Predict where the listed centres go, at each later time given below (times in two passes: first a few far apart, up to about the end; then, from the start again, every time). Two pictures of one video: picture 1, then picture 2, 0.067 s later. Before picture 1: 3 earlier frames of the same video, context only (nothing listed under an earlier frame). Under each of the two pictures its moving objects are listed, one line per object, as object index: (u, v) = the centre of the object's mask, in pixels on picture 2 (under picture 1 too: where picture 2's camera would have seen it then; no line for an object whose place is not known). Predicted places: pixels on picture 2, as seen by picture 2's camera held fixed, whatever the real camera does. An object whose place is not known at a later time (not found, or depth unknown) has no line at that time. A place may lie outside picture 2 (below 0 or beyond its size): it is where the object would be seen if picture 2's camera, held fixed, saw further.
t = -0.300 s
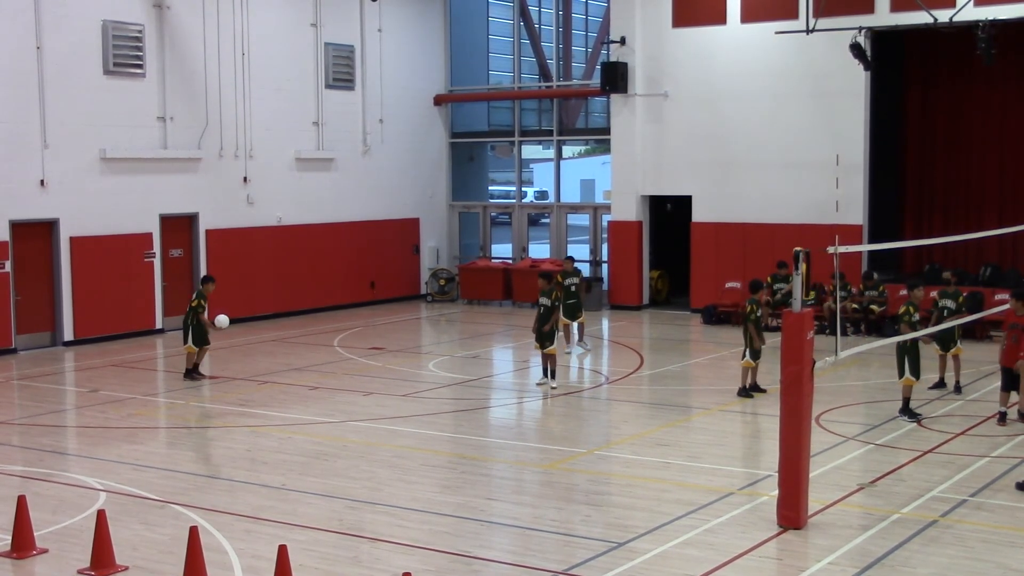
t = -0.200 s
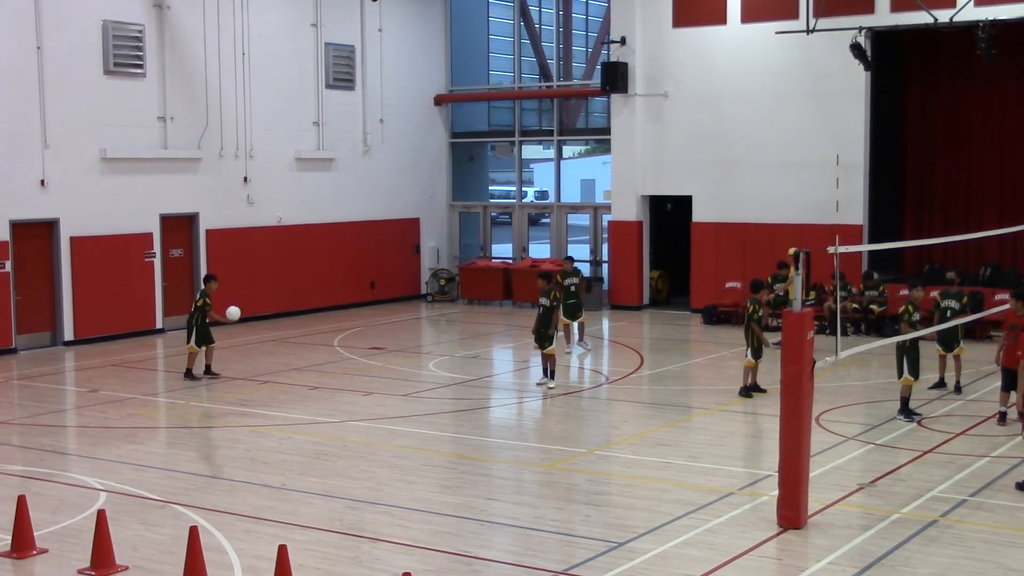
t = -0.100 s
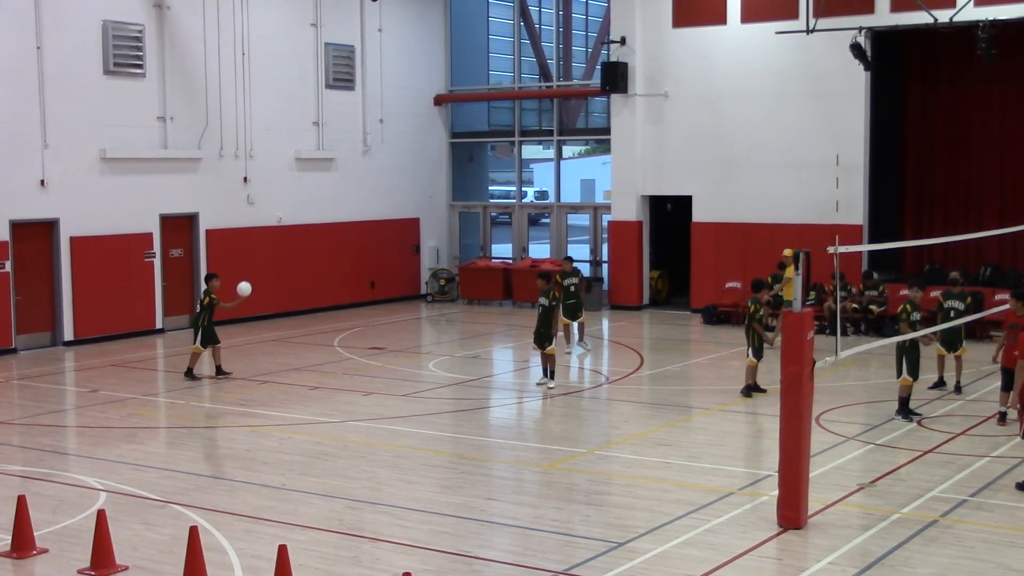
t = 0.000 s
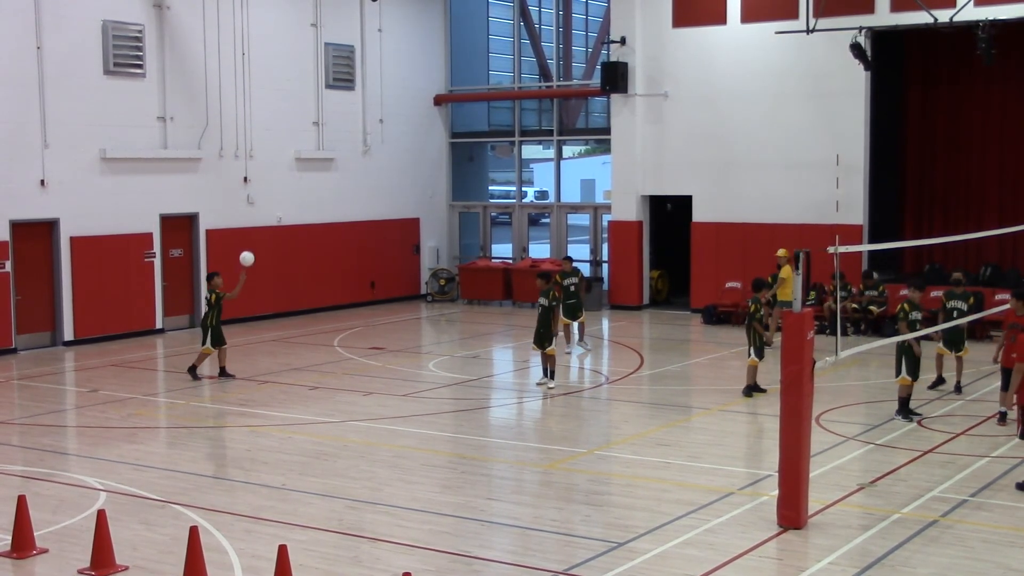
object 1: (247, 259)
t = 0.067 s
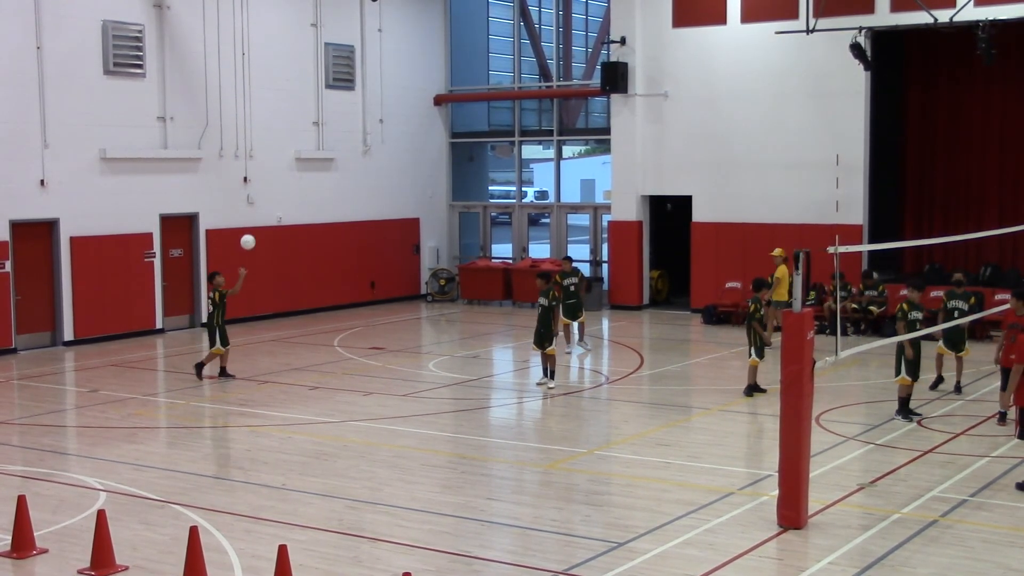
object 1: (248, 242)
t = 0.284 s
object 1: (251, 208)
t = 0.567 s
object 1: (258, 212)
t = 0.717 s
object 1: (261, 236)
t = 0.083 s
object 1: (248, 238)
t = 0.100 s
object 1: (248, 235)
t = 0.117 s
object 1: (249, 231)
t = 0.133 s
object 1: (249, 228)
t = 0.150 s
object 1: (249, 225)
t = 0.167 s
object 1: (249, 223)
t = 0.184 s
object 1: (250, 220)
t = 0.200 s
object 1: (250, 216)
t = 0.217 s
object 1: (250, 215)
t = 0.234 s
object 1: (250, 213)
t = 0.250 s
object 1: (250, 211)
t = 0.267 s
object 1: (251, 210)
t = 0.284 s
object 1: (251, 208)
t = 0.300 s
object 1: (252, 207)
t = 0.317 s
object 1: (252, 206)
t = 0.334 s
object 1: (252, 205)
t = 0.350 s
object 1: (253, 204)
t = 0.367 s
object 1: (253, 204)
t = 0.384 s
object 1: (254, 203)
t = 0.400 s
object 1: (254, 203)
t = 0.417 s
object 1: (254, 203)
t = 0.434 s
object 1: (254, 204)
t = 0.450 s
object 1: (254, 204)
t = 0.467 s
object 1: (255, 205)
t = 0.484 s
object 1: (255, 205)
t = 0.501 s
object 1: (256, 207)
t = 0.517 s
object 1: (256, 208)
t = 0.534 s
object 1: (256, 209)
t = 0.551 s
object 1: (257, 210)
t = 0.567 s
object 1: (258, 212)
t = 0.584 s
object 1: (258, 214)
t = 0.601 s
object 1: (258, 216)
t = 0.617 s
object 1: (258, 218)
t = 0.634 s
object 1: (259, 221)
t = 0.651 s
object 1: (260, 224)
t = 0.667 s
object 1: (260, 227)
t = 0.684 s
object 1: (261, 230)
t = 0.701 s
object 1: (261, 233)
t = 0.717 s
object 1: (261, 236)
